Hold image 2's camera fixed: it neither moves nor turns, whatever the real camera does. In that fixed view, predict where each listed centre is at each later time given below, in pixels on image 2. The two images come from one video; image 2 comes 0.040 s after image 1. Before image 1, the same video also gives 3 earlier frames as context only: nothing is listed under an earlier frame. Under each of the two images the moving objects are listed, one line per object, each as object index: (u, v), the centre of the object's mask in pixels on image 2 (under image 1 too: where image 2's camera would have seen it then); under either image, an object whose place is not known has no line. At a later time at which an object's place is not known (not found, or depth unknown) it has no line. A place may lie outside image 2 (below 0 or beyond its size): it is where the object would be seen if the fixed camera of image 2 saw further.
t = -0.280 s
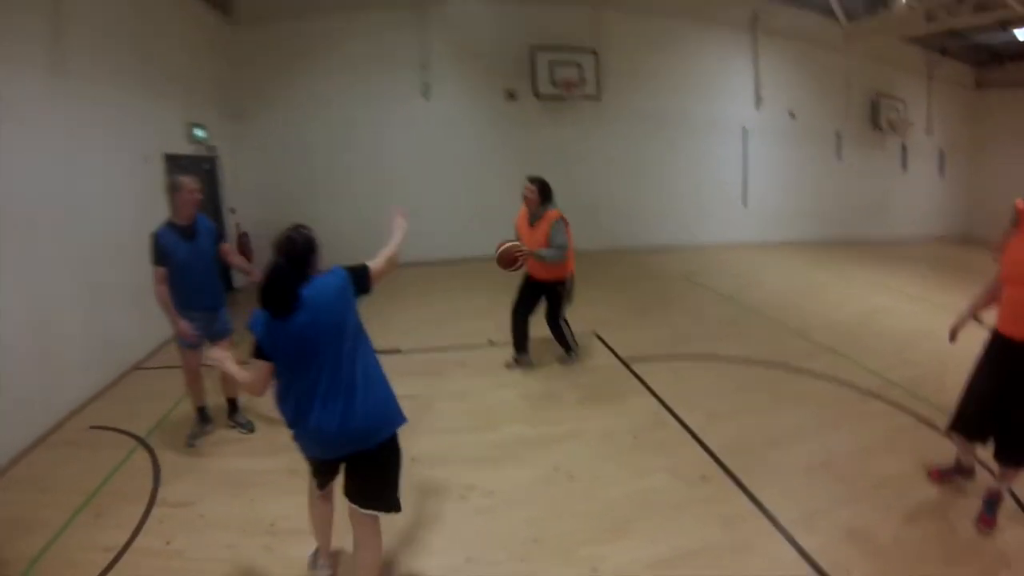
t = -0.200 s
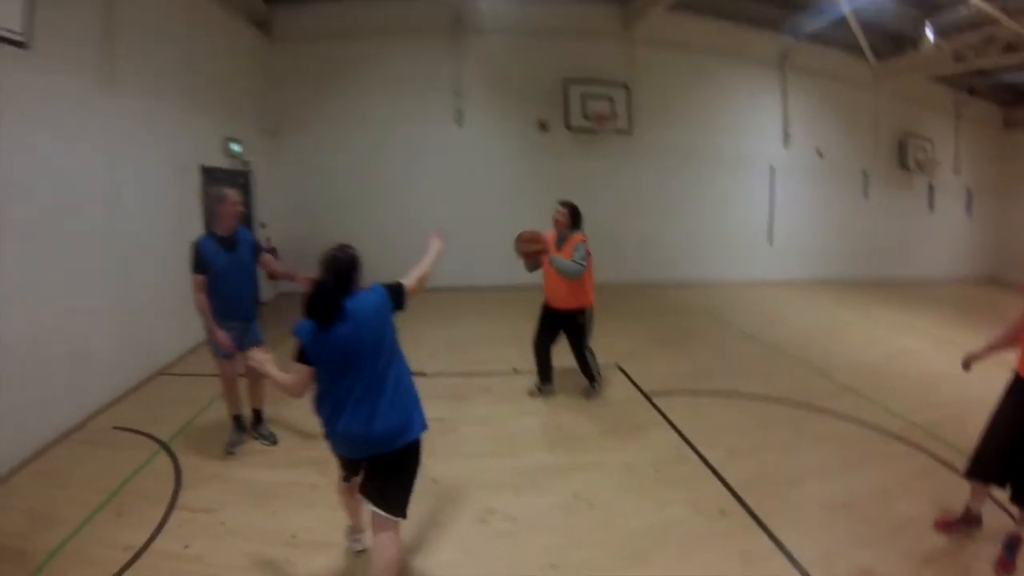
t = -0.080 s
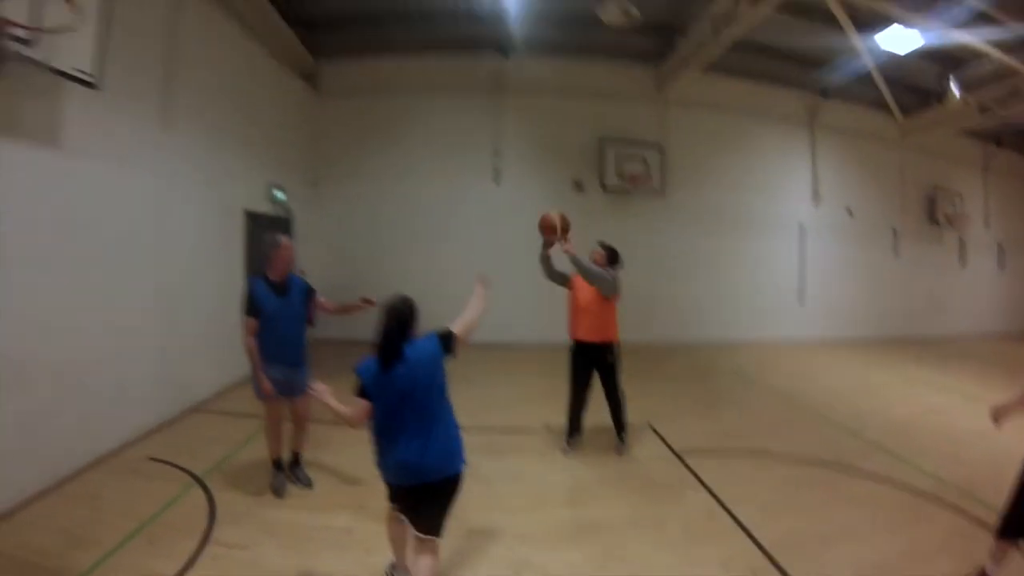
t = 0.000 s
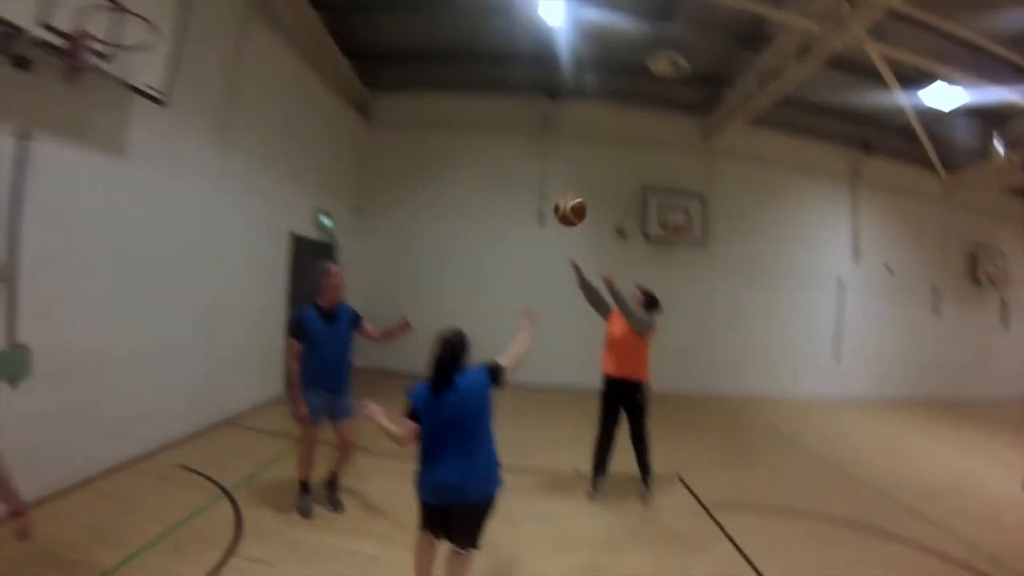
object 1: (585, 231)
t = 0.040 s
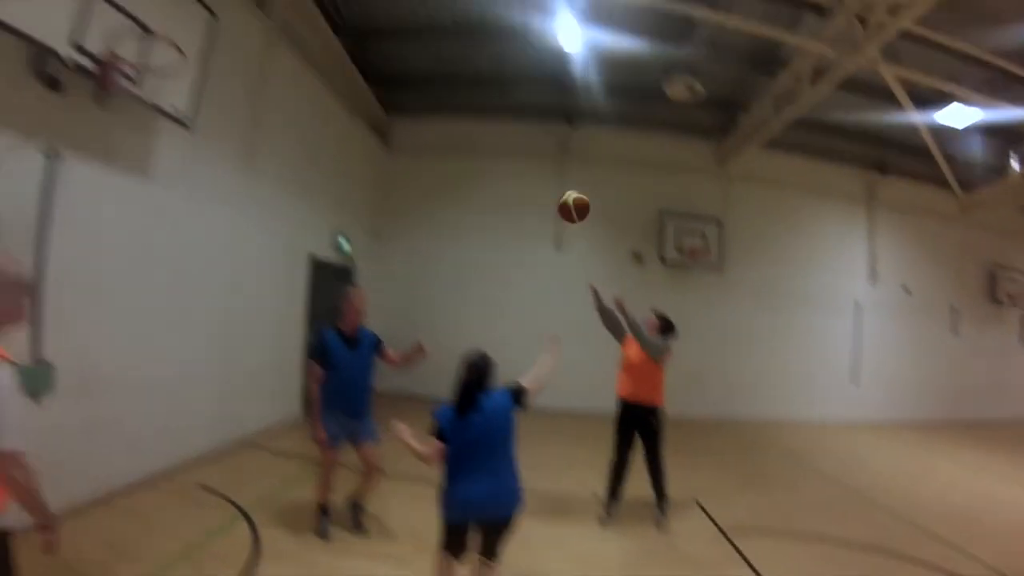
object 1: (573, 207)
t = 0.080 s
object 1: (562, 183)
